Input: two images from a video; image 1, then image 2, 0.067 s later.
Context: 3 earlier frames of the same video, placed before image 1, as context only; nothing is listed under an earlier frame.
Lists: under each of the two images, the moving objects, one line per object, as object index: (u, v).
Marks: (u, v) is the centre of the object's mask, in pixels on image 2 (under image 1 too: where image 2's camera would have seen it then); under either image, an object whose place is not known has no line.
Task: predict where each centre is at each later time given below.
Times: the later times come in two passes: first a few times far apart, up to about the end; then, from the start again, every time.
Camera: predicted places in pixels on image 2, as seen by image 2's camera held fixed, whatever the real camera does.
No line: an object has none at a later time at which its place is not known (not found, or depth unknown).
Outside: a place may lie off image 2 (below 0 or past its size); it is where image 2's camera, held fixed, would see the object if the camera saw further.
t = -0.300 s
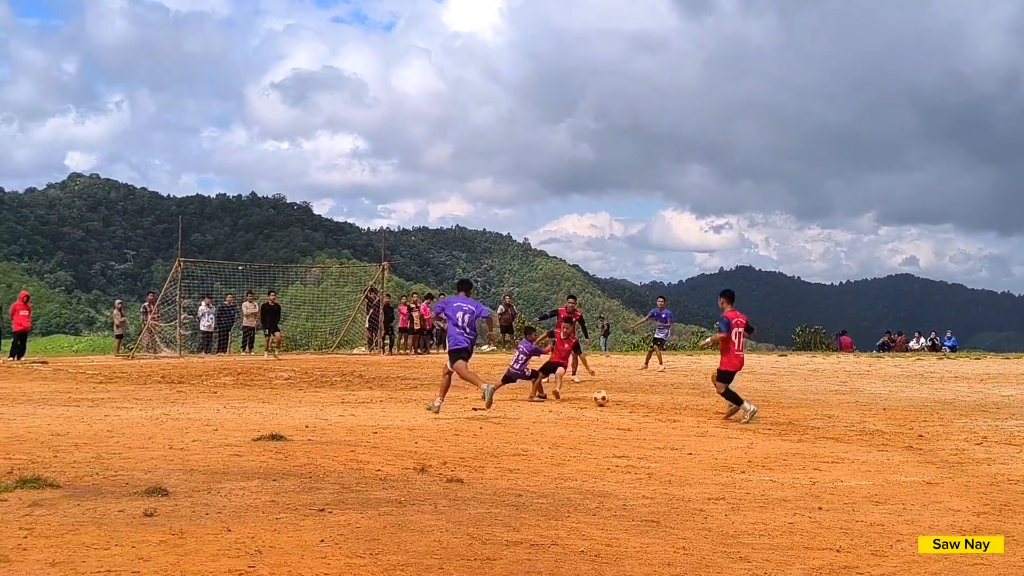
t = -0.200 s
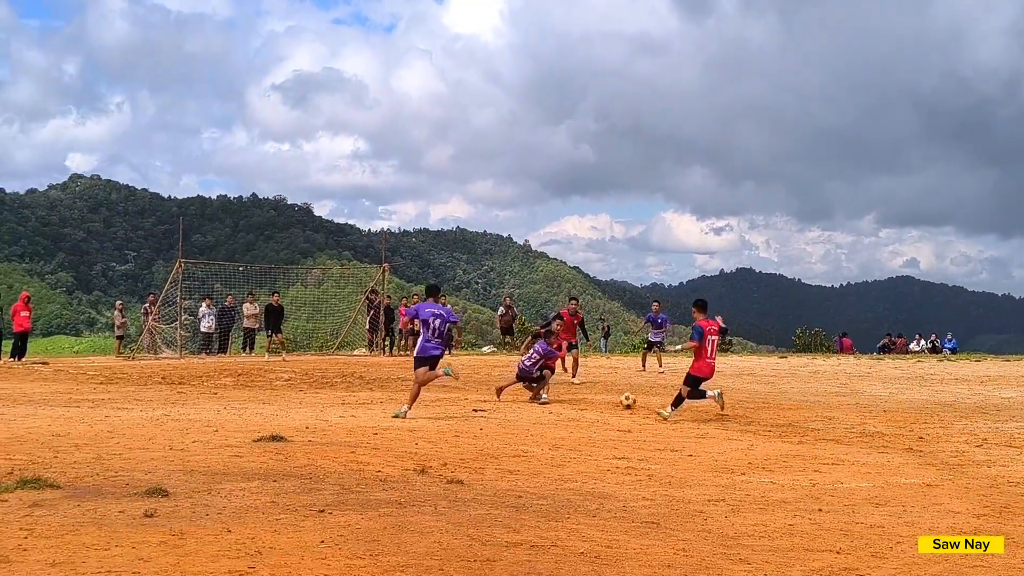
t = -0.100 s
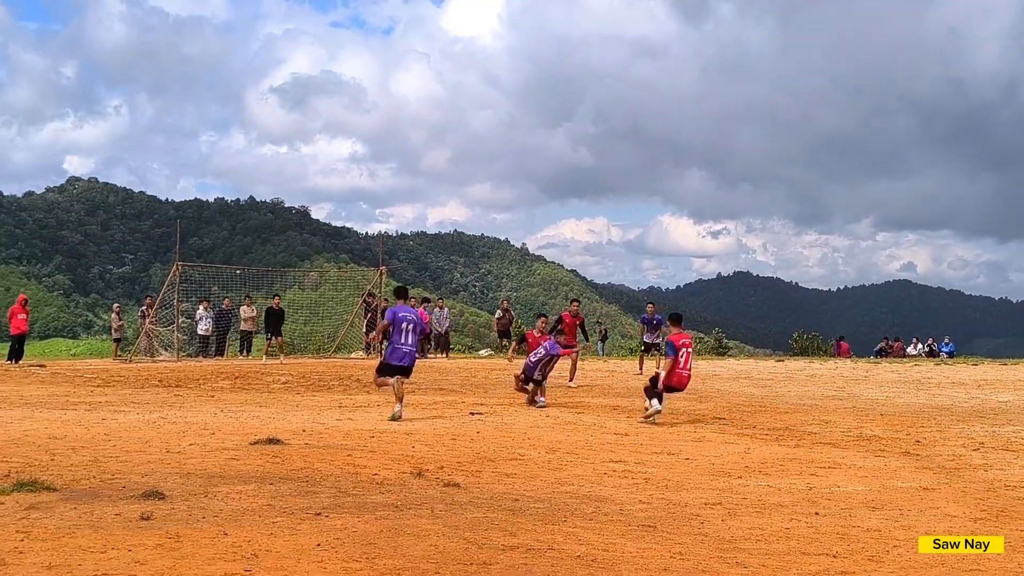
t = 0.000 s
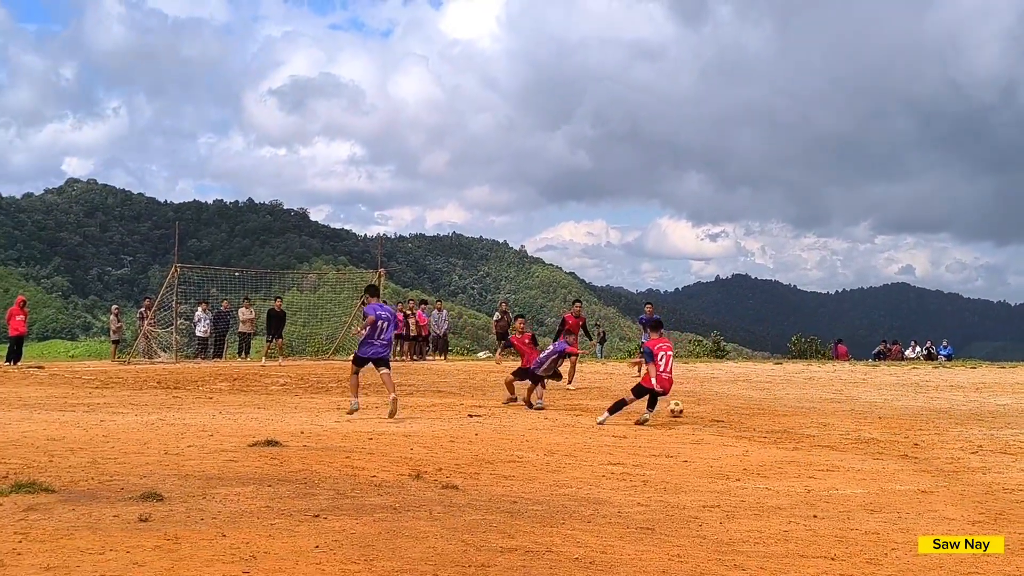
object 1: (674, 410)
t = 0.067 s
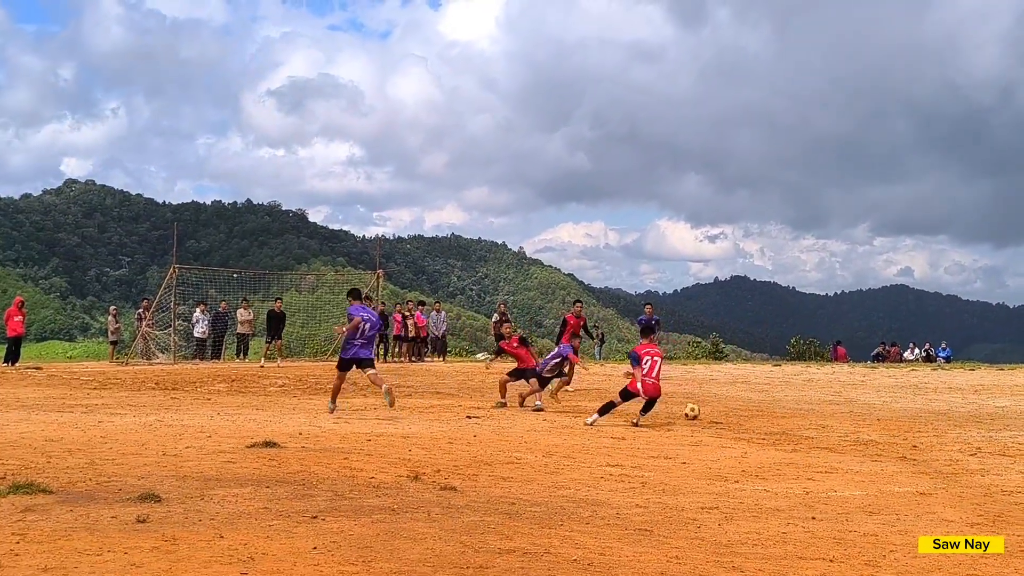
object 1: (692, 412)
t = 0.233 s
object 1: (734, 414)
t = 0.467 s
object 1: (792, 418)
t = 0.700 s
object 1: (849, 422)
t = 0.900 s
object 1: (897, 426)
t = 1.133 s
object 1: (952, 427)
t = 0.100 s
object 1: (700, 412)
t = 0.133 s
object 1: (708, 412)
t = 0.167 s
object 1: (717, 412)
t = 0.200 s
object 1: (725, 413)
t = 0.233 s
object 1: (734, 414)
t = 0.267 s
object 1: (742, 415)
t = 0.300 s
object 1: (751, 416)
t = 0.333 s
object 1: (759, 416)
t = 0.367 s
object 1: (768, 417)
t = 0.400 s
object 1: (776, 417)
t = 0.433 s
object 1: (784, 417)
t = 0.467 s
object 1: (792, 418)
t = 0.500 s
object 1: (800, 418)
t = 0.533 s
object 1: (808, 419)
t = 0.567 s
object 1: (817, 420)
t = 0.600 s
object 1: (825, 420)
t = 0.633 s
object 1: (833, 421)
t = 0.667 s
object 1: (841, 421)
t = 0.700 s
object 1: (849, 422)
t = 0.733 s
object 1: (857, 422)
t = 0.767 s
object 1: (865, 423)
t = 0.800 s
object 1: (873, 423)
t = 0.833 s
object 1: (881, 423)
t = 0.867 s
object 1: (889, 425)
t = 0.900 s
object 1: (897, 426)
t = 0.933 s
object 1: (904, 426)
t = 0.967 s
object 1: (912, 427)
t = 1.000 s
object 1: (921, 428)
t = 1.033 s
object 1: (929, 428)
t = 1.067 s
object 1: (937, 428)
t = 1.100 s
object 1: (945, 428)
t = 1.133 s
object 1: (952, 427)
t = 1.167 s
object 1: (960, 428)
